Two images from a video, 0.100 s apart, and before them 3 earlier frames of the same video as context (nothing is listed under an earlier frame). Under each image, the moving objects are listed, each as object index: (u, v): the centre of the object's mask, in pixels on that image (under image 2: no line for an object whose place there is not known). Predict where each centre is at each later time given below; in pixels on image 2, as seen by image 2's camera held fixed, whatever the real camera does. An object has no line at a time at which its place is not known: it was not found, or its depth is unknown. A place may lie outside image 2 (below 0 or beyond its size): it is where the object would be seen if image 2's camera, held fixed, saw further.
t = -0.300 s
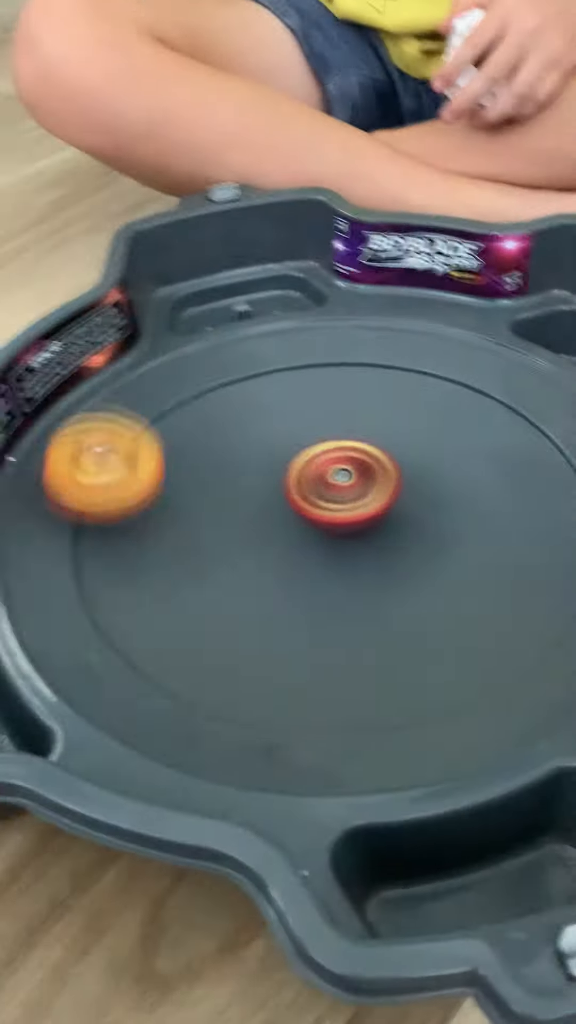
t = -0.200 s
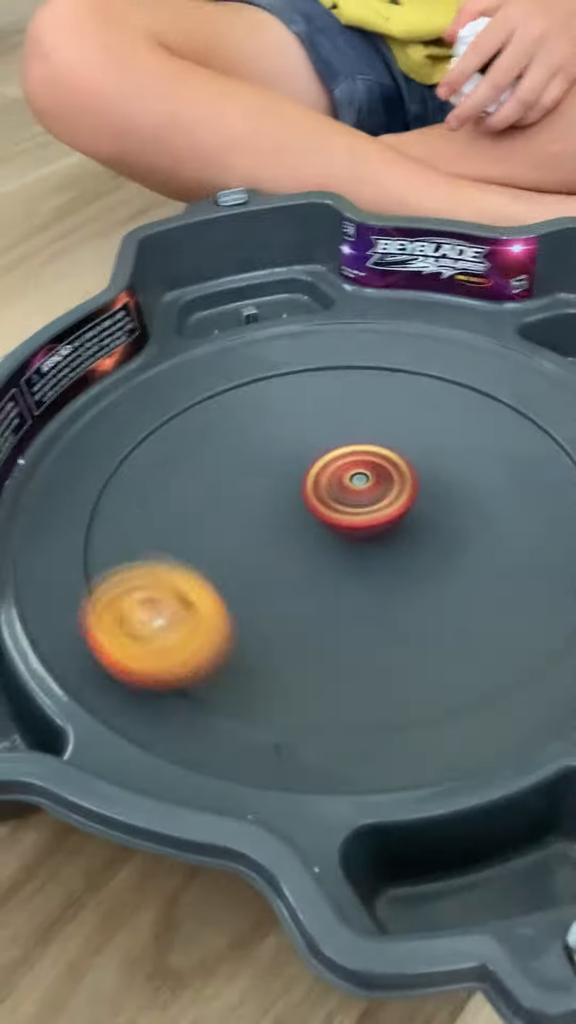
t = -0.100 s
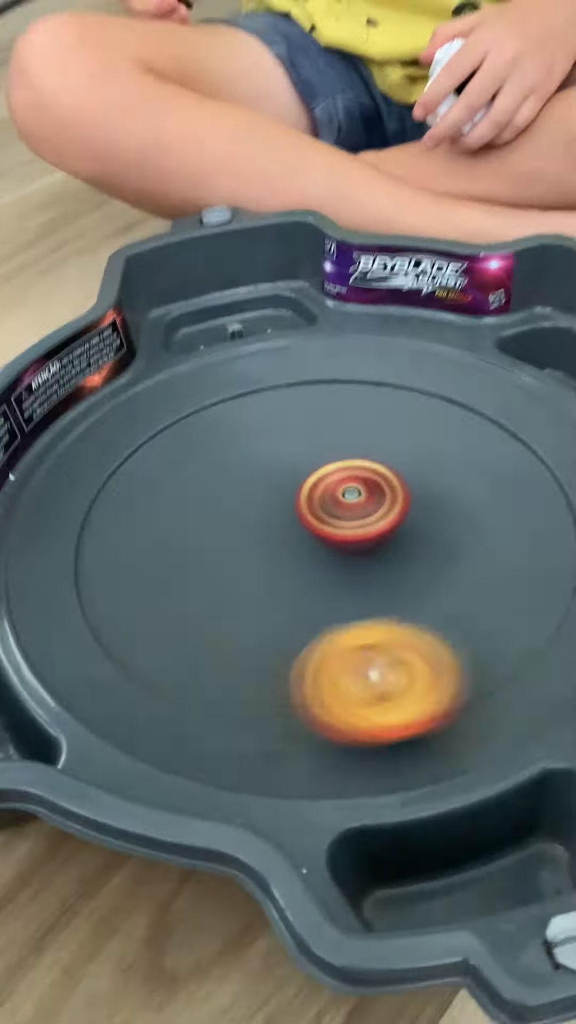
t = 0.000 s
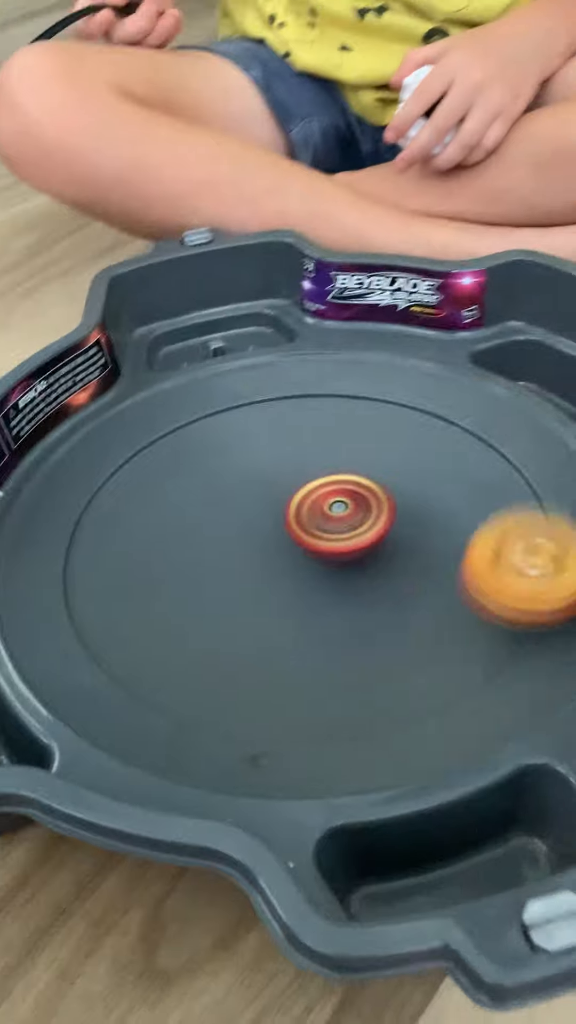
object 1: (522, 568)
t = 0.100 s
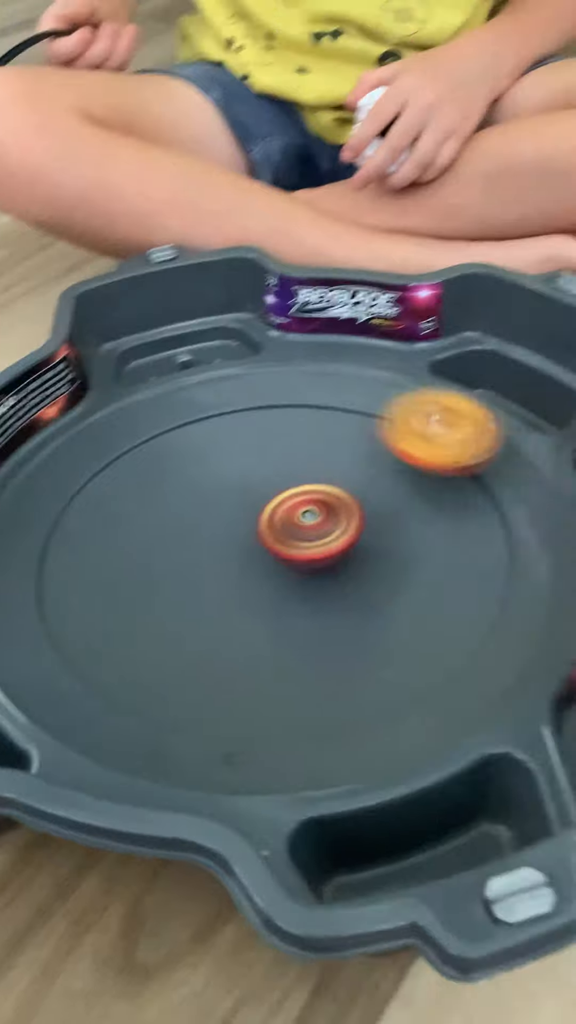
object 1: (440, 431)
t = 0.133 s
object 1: (390, 403)
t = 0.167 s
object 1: (331, 389)
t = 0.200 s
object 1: (269, 387)
